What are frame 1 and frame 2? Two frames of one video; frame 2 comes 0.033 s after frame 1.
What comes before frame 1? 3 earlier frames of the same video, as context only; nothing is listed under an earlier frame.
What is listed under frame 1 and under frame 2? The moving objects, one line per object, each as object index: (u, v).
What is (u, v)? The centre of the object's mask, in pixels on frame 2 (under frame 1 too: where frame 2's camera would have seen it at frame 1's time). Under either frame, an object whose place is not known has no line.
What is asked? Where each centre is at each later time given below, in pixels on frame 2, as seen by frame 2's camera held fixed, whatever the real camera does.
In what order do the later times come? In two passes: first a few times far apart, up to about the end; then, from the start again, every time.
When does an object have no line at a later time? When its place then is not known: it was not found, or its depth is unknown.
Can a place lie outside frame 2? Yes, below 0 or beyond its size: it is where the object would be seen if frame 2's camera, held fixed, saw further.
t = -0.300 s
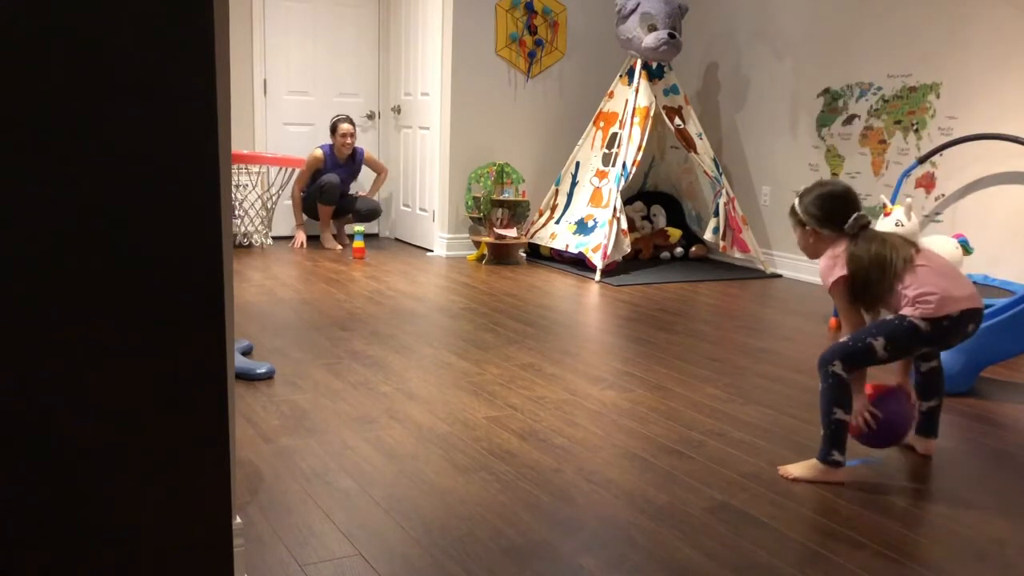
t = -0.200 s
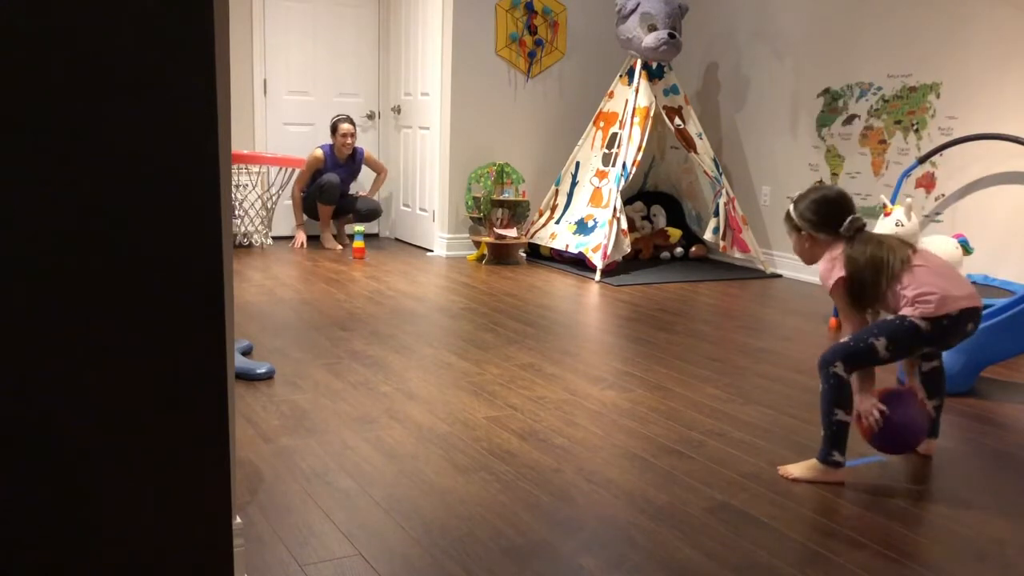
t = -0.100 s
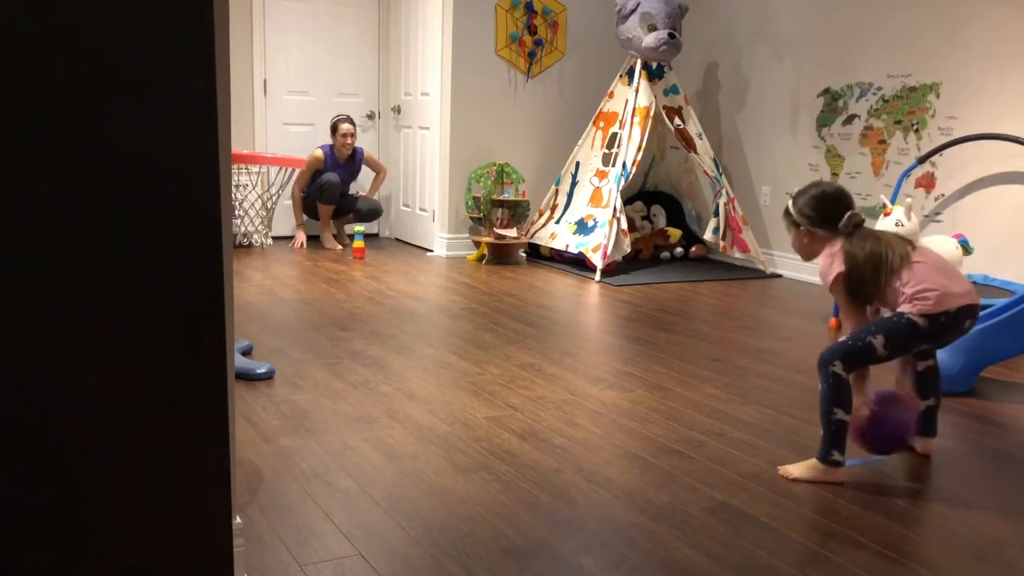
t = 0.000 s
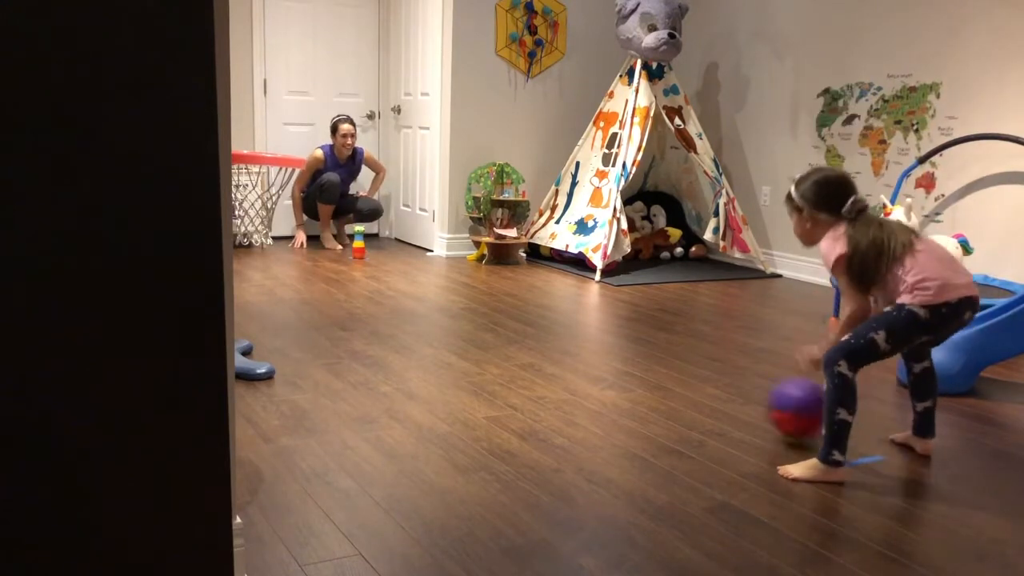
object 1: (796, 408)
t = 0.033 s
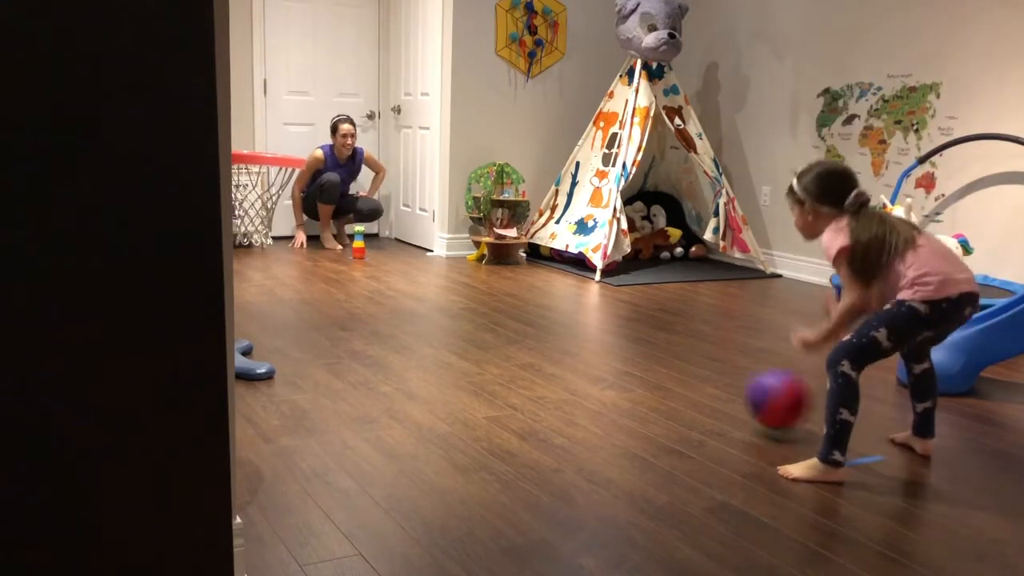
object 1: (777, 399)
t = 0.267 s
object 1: (643, 366)
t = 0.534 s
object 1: (529, 334)
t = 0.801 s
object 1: (440, 309)
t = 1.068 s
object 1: (369, 289)
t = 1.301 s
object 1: (316, 274)
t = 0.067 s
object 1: (756, 392)
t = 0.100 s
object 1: (734, 390)
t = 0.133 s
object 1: (712, 385)
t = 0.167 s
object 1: (694, 377)
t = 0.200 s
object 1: (676, 375)
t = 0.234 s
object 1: (660, 372)
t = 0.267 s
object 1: (643, 366)
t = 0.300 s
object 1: (629, 361)
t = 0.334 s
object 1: (612, 358)
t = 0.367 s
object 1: (596, 353)
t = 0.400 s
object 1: (581, 348)
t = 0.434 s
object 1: (567, 346)
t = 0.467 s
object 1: (554, 341)
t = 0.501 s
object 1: (541, 338)
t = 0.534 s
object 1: (529, 334)
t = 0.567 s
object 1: (516, 331)
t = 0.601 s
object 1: (505, 328)
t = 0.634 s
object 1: (493, 324)
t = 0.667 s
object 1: (482, 321)
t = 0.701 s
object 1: (471, 317)
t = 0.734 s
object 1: (460, 314)
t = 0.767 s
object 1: (451, 312)
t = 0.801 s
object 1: (440, 309)
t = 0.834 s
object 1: (431, 306)
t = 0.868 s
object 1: (421, 303)
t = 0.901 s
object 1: (412, 300)
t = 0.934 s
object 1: (403, 298)
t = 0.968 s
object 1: (394, 295)
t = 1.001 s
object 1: (385, 294)
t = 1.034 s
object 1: (378, 291)
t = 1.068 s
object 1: (369, 289)
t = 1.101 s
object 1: (361, 287)
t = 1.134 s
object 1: (353, 285)
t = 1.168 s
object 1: (345, 283)
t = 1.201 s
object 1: (337, 281)
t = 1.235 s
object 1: (330, 278)
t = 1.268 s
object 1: (323, 276)
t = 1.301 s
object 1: (316, 274)
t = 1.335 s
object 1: (309, 273)
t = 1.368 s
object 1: (302, 271)
